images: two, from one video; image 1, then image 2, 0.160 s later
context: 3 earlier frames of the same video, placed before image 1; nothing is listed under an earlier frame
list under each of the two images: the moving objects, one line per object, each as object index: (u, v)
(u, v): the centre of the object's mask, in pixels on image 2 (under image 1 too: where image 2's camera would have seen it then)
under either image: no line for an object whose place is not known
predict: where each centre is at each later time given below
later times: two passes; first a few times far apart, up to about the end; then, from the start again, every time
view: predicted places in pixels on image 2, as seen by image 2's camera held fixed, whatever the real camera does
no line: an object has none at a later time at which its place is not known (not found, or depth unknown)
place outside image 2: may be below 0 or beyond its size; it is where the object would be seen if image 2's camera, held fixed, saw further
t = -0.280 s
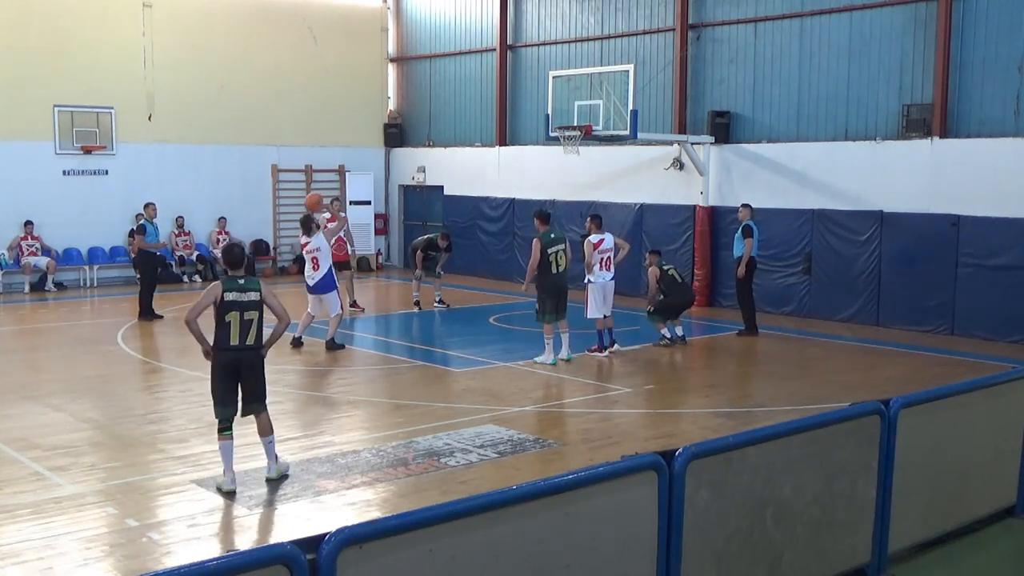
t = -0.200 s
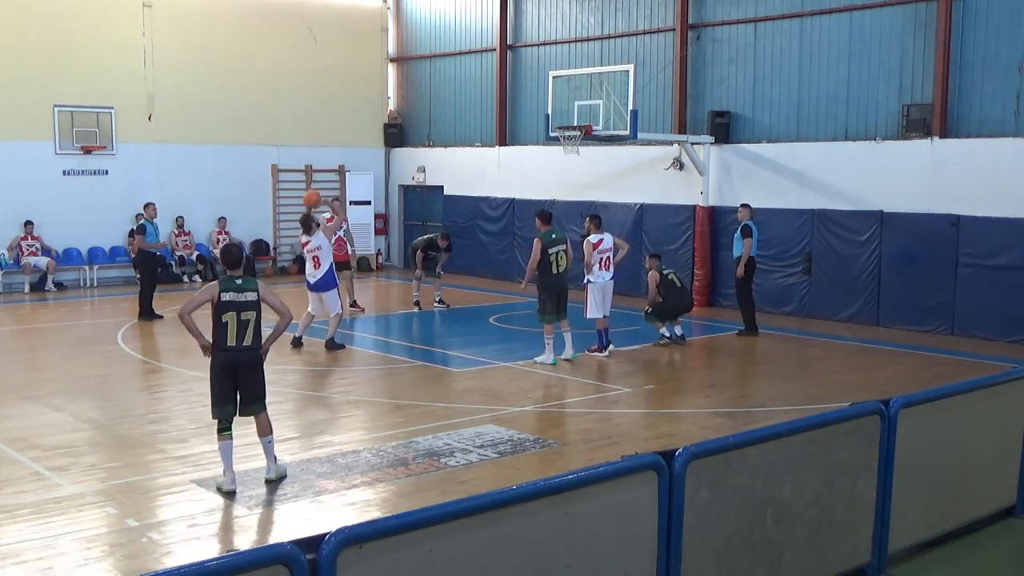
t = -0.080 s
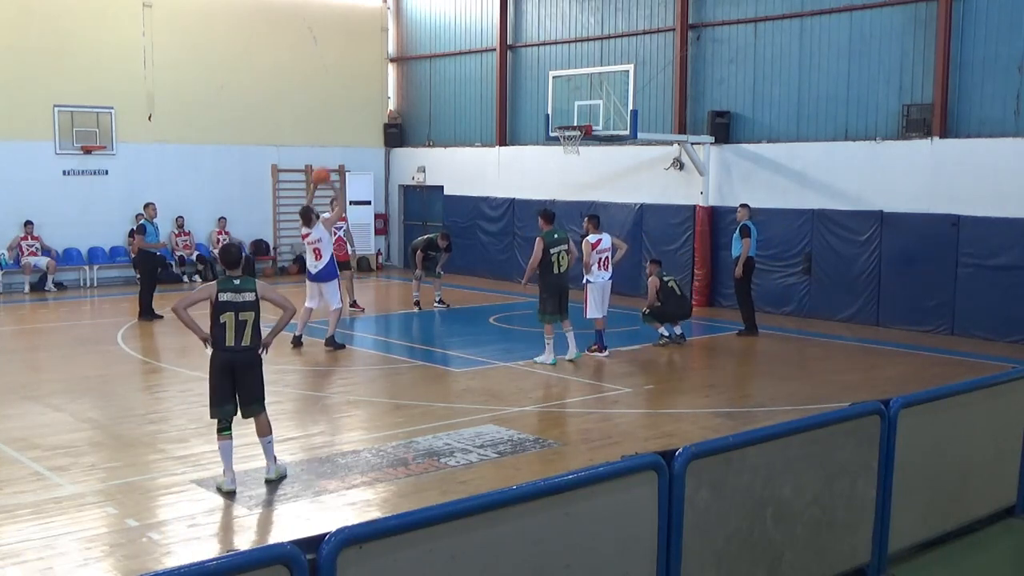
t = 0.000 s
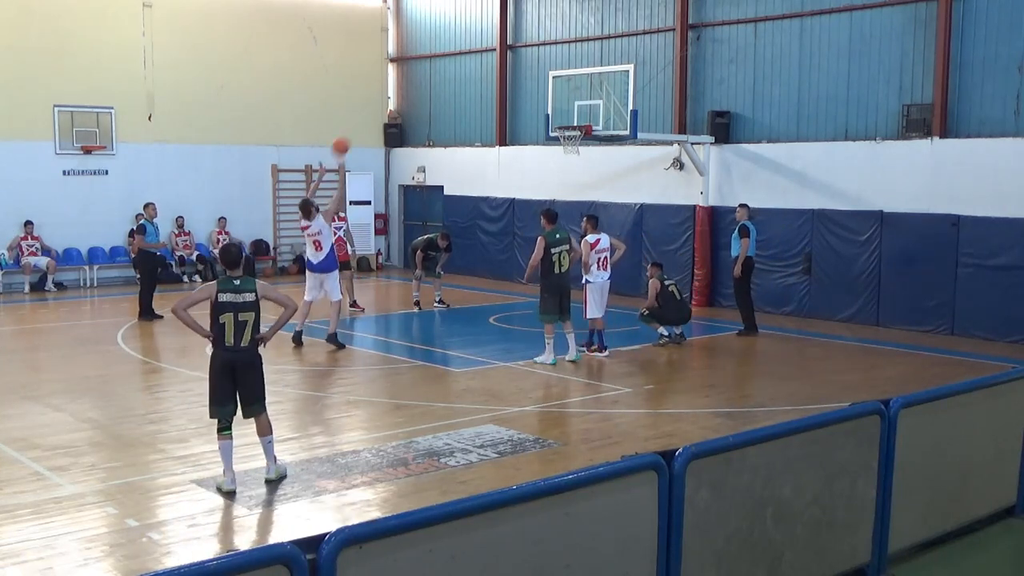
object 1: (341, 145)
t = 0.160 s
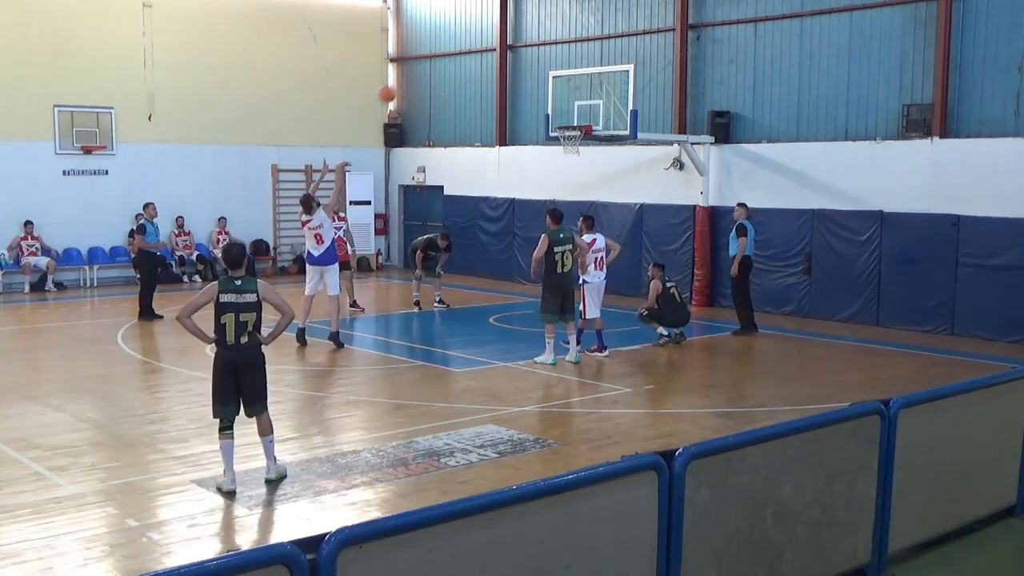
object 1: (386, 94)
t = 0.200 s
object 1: (399, 84)
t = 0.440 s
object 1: (462, 50)
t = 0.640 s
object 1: (510, 54)
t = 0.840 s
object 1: (555, 83)
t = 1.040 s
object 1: (587, 109)
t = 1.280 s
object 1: (573, 81)
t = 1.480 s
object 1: (560, 85)
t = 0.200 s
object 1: (399, 84)
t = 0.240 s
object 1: (409, 75)
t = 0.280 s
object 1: (420, 68)
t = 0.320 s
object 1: (430, 61)
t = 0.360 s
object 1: (441, 57)
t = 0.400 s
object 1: (452, 53)
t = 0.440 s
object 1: (462, 50)
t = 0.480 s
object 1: (472, 49)
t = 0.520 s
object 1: (481, 49)
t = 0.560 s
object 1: (492, 50)
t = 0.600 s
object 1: (502, 51)
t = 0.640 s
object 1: (510, 54)
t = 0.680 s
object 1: (519, 58)
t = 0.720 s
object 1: (528, 62)
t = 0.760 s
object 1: (537, 68)
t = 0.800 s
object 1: (545, 75)
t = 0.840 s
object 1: (555, 83)
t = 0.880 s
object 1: (563, 91)
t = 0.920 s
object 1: (570, 100)
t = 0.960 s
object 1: (579, 112)
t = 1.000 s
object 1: (586, 117)
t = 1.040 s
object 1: (587, 109)
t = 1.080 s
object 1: (584, 101)
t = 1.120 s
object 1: (582, 95)
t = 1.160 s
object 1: (580, 90)
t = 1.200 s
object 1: (577, 86)
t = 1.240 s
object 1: (575, 83)
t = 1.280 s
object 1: (573, 81)
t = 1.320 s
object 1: (570, 80)
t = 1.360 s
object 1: (568, 80)
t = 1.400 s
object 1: (565, 81)
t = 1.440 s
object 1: (563, 83)
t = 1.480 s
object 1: (560, 85)
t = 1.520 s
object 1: (558, 90)
